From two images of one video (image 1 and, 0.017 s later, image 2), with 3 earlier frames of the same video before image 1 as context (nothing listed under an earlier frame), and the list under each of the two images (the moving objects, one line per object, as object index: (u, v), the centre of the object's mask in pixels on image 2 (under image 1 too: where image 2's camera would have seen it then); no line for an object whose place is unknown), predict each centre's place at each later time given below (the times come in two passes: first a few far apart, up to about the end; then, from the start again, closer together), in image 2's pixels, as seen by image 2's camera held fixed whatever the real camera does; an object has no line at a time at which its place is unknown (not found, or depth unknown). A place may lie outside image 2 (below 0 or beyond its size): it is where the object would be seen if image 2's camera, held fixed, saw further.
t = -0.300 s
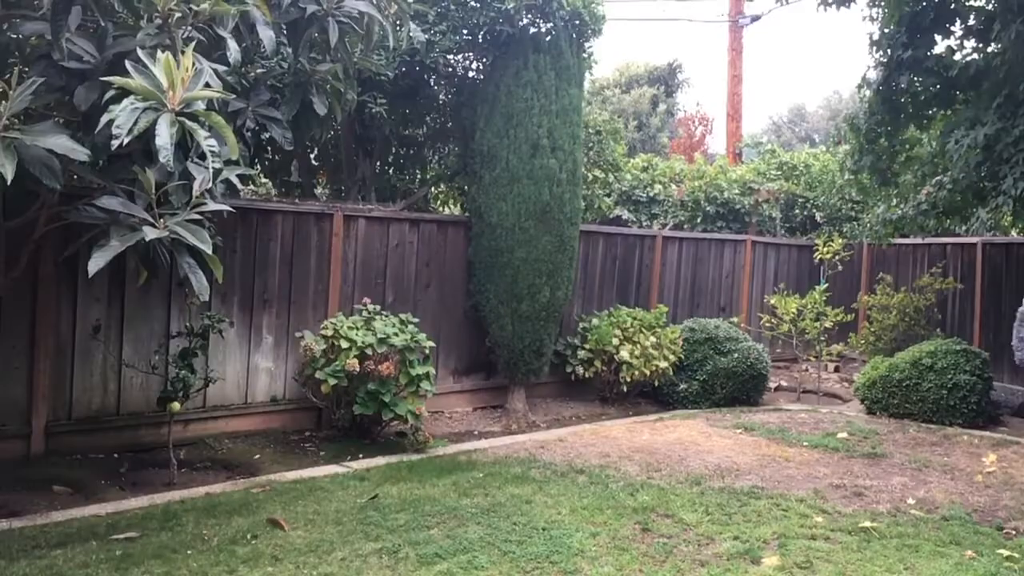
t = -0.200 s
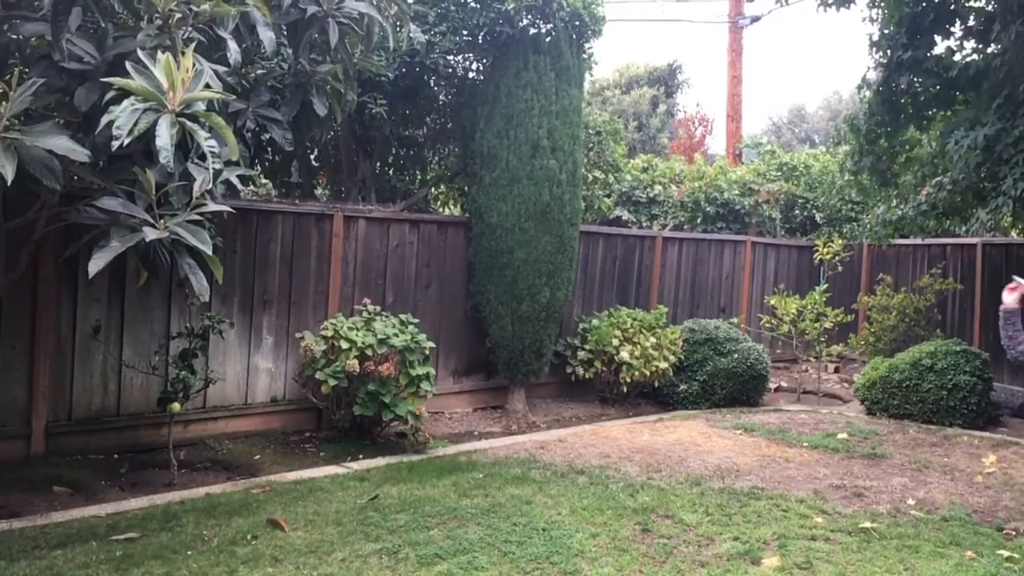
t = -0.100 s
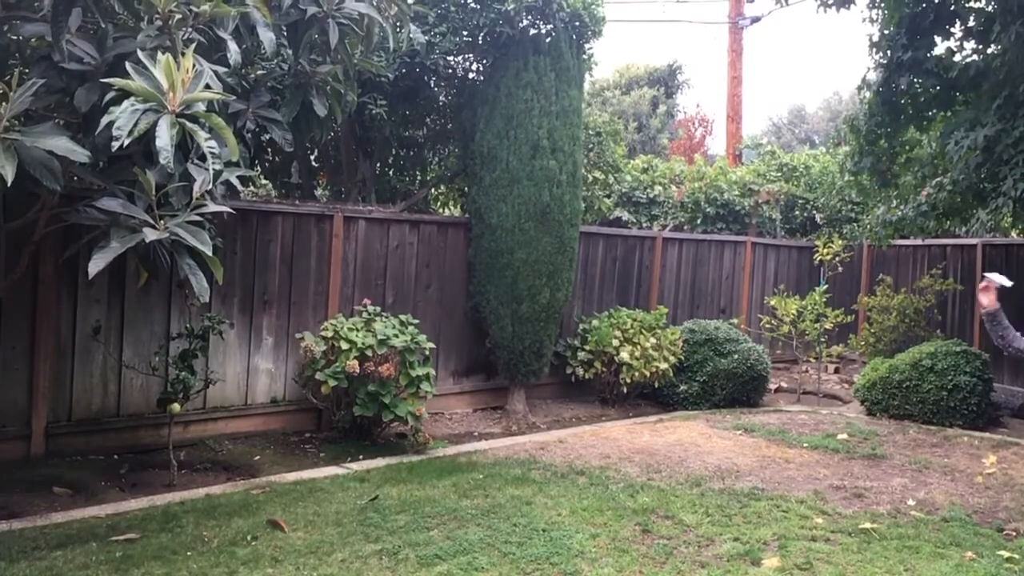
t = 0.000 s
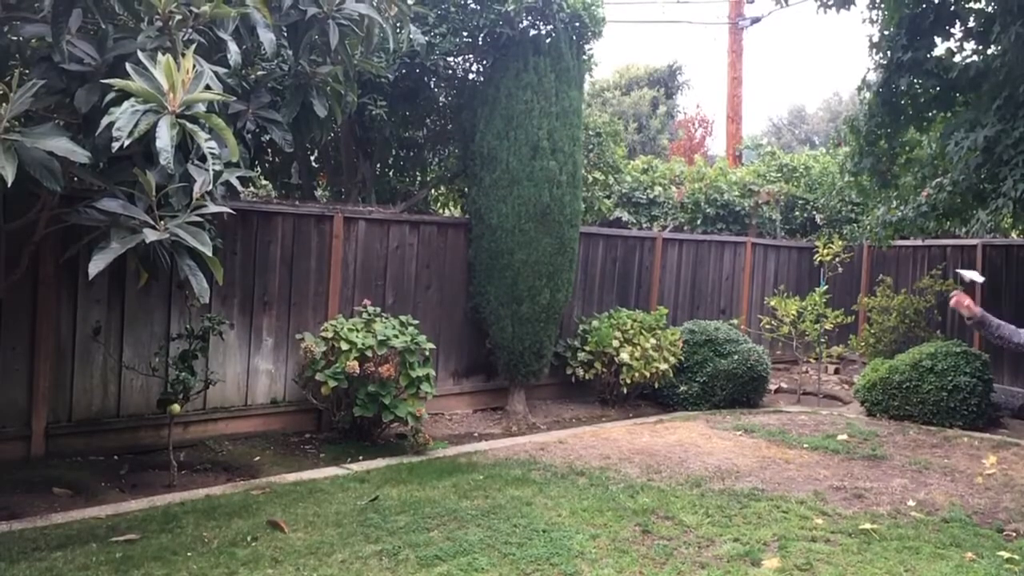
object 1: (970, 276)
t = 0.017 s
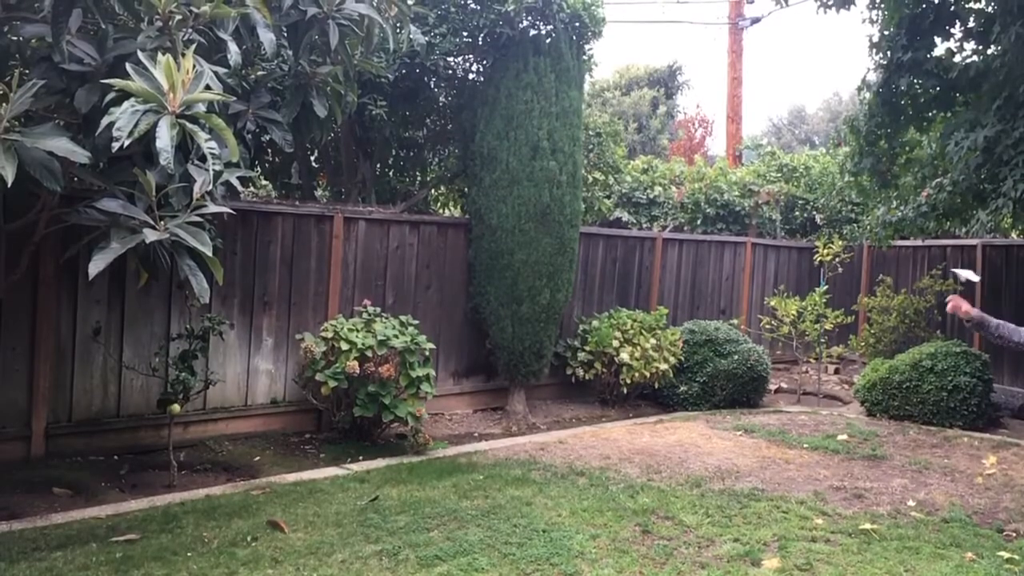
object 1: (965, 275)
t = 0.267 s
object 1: (901, 263)
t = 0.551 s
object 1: (829, 253)
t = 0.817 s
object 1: (758, 237)
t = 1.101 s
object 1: (671, 218)
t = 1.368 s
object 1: (584, 196)
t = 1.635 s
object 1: (498, 173)
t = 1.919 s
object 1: (414, 174)
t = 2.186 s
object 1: (327, 188)
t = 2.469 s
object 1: (230, 204)
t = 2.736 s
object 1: (141, 237)
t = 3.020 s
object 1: (43, 301)
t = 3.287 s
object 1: (-47, 368)
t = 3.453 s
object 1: (-104, 402)
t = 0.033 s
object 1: (961, 274)
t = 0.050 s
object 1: (956, 273)
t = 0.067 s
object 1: (950, 273)
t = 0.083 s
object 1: (947, 272)
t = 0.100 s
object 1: (943, 271)
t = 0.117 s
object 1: (938, 271)
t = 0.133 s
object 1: (935, 269)
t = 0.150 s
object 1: (930, 269)
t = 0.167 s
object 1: (926, 268)
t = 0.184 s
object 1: (922, 267)
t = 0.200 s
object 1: (918, 267)
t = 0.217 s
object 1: (913, 266)
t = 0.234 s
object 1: (909, 265)
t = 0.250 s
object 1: (904, 264)
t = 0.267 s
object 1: (901, 263)
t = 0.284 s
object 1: (897, 263)
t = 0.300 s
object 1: (892, 262)
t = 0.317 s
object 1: (888, 262)
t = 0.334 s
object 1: (884, 261)
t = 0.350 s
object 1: (880, 260)
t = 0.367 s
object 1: (876, 260)
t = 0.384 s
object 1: (871, 259)
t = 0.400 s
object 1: (867, 259)
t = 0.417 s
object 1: (863, 258)
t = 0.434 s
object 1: (859, 258)
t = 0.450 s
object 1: (855, 257)
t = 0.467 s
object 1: (851, 257)
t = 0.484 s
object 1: (846, 256)
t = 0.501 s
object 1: (842, 255)
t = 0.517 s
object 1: (838, 255)
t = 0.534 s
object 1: (833, 254)
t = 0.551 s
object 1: (829, 253)
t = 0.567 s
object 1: (824, 252)
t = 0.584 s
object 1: (819, 251)
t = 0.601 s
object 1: (815, 250)
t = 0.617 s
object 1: (811, 249)
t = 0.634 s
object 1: (806, 248)
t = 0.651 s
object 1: (801, 247)
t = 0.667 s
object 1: (797, 247)
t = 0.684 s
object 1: (792, 245)
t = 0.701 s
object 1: (787, 244)
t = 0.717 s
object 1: (784, 243)
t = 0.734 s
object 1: (780, 242)
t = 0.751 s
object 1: (775, 241)
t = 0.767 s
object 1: (771, 240)
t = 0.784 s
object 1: (767, 239)
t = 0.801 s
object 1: (762, 237)
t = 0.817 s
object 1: (758, 237)
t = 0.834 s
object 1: (752, 235)
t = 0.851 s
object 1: (747, 234)
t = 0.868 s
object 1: (743, 233)
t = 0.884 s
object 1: (738, 232)
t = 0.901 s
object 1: (733, 231)
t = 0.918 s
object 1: (729, 230)
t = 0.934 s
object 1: (723, 228)
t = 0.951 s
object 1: (718, 226)
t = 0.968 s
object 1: (714, 225)
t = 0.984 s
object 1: (709, 225)
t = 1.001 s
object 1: (704, 224)
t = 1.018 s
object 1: (698, 222)
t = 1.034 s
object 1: (693, 221)
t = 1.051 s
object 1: (688, 221)
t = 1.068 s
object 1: (683, 220)
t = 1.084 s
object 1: (677, 219)
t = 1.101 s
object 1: (671, 218)
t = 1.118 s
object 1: (666, 217)
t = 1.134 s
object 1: (660, 216)
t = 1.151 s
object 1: (654, 215)
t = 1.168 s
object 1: (648, 214)
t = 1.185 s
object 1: (643, 213)
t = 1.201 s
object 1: (637, 212)
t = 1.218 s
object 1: (632, 210)
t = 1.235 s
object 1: (627, 209)
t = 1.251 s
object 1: (620, 207)
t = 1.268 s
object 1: (615, 206)
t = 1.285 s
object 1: (610, 205)
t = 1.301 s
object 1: (605, 203)
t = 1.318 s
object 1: (599, 201)
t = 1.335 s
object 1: (594, 200)
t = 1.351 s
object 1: (588, 198)
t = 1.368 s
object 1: (584, 196)
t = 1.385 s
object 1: (579, 194)
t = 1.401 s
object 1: (574, 194)
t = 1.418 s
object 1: (568, 193)
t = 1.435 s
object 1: (562, 192)
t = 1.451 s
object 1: (557, 190)
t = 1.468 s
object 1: (550, 187)
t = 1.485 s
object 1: (544, 184)
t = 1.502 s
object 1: (538, 182)
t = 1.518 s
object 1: (533, 179)
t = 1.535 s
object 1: (527, 177)
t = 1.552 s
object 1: (522, 176)
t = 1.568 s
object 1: (518, 175)
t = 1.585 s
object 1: (513, 174)
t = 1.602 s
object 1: (508, 174)
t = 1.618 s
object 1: (503, 173)
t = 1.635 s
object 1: (498, 173)
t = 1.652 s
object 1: (494, 172)
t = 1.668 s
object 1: (488, 172)
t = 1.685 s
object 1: (483, 171)
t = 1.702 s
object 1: (478, 170)
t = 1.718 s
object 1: (473, 169)
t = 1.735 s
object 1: (469, 168)
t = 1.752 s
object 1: (464, 167)
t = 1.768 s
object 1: (461, 166)
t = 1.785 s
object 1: (456, 166)
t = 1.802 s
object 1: (451, 166)
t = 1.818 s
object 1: (446, 167)
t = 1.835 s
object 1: (441, 168)
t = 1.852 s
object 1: (436, 169)
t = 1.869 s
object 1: (430, 171)
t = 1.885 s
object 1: (425, 172)
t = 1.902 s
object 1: (419, 173)
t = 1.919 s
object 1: (414, 174)
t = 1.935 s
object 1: (409, 174)
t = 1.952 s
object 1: (403, 175)
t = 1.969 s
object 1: (397, 176)
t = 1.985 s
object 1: (392, 176)
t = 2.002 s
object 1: (387, 177)
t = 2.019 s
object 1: (381, 177)
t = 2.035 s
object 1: (376, 178)
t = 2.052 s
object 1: (371, 179)
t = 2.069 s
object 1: (366, 179)
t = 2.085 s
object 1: (360, 180)
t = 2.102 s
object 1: (355, 181)
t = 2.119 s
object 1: (350, 182)
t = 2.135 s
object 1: (344, 183)
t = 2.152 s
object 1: (338, 185)
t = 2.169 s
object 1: (333, 186)
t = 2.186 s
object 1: (327, 188)
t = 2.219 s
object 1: (315, 190)
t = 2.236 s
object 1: (309, 191)
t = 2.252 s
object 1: (302, 191)
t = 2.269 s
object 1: (296, 191)
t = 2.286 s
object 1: (289, 192)
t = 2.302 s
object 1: (283, 191)
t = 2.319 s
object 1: (277, 192)
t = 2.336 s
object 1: (272, 192)
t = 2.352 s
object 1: (267, 194)
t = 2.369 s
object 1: (261, 195)
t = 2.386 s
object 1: (256, 196)
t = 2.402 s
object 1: (250, 198)
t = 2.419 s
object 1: (244, 200)
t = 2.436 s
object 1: (240, 201)
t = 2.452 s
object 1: (235, 202)
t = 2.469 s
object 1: (230, 204)
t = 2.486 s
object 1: (224, 206)
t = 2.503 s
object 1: (219, 208)
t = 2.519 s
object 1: (214, 210)
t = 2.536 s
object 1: (208, 212)
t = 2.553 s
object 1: (203, 214)
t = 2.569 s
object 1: (198, 216)
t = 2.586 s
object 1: (192, 218)
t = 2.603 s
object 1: (186, 220)
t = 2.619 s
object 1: (179, 224)
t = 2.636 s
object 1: (174, 225)
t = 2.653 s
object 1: (169, 226)
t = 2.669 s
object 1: (165, 228)
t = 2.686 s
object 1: (159, 230)
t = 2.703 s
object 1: (153, 232)
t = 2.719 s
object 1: (147, 235)
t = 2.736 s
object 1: (141, 237)
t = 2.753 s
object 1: (134, 240)
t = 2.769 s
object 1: (129, 244)
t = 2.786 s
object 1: (123, 247)
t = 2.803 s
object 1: (116, 251)
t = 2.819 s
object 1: (110, 255)
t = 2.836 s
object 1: (105, 259)
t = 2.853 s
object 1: (99, 263)
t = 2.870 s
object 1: (94, 267)
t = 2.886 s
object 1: (88, 271)
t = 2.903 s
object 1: (84, 276)
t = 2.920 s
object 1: (77, 279)
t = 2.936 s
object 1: (71, 283)
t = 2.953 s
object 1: (68, 287)
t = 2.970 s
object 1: (60, 290)
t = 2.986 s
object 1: (54, 294)
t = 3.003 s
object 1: (48, 298)
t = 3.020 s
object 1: (43, 301)
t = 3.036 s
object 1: (37, 305)
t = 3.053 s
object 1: (30, 309)
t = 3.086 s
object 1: (19, 316)
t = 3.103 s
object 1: (14, 319)
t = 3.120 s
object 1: (9, 323)
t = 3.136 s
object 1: (5, 327)
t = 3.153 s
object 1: (-1, 331)
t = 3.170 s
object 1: (-7, 335)
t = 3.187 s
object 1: (-13, 340)
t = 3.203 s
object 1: (-19, 344)
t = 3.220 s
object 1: (-24, 349)
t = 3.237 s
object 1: (-30, 353)
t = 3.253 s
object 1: (-35, 358)
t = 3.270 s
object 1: (-41, 363)
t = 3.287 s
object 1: (-47, 368)
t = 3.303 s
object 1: (-53, 372)
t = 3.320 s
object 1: (-60, 376)
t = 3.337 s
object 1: (-66, 379)
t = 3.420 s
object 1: (-94, 394)
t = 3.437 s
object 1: (-99, 398)
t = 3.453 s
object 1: (-104, 402)
